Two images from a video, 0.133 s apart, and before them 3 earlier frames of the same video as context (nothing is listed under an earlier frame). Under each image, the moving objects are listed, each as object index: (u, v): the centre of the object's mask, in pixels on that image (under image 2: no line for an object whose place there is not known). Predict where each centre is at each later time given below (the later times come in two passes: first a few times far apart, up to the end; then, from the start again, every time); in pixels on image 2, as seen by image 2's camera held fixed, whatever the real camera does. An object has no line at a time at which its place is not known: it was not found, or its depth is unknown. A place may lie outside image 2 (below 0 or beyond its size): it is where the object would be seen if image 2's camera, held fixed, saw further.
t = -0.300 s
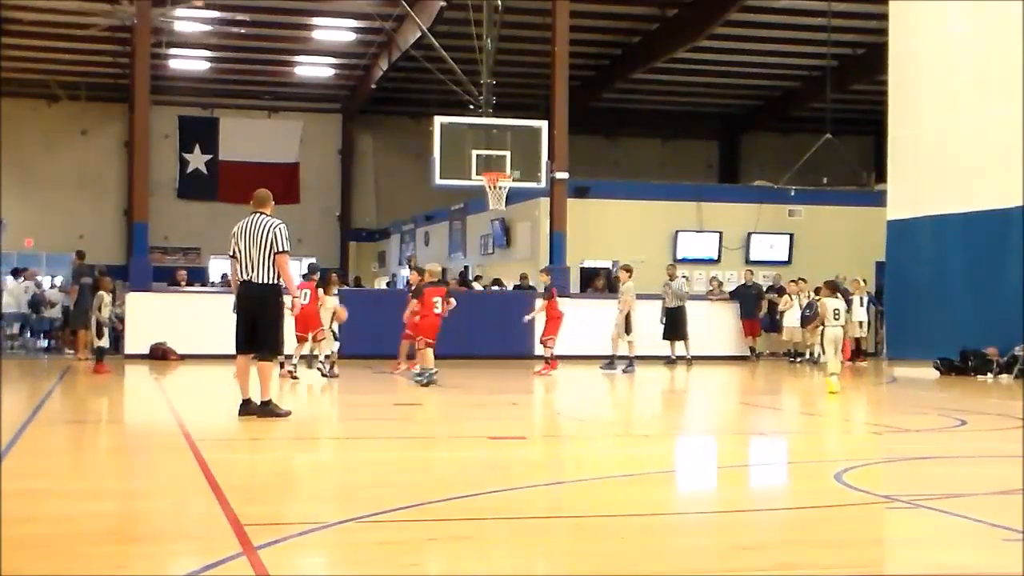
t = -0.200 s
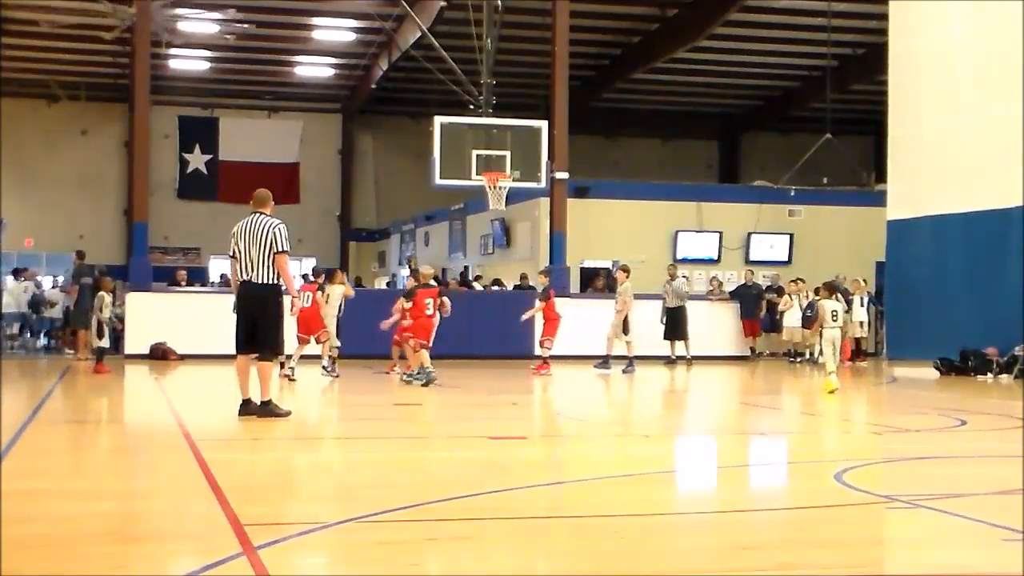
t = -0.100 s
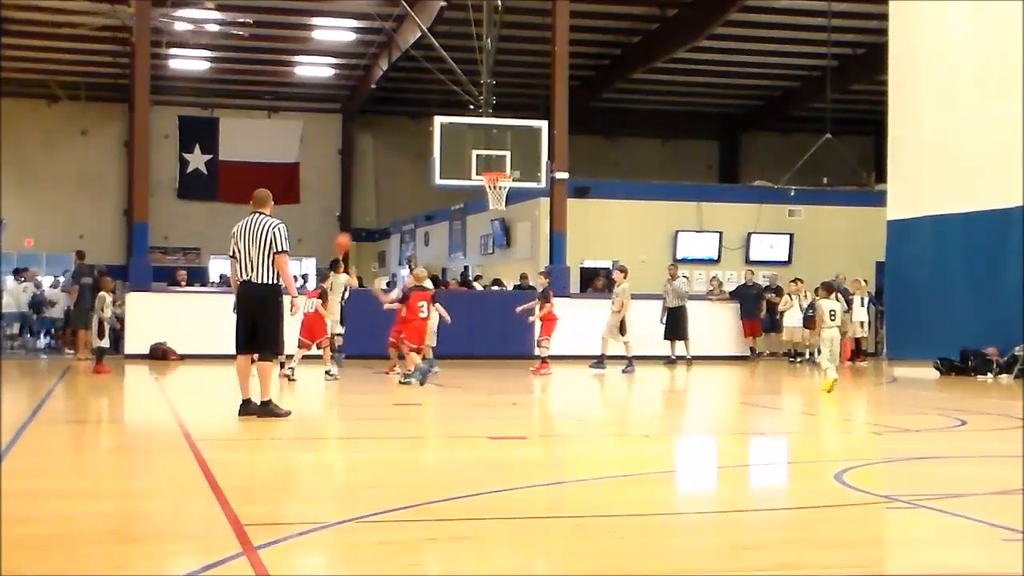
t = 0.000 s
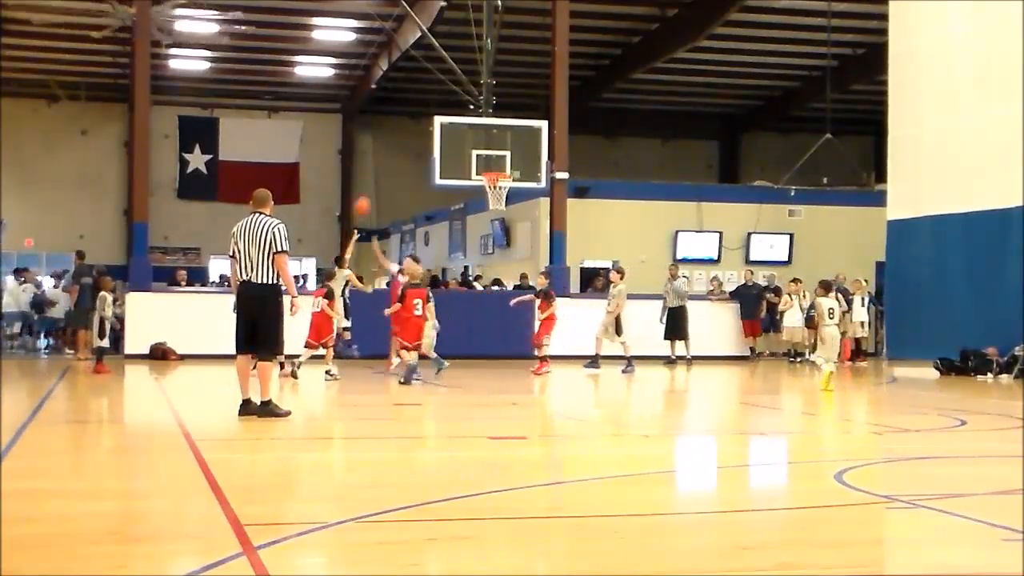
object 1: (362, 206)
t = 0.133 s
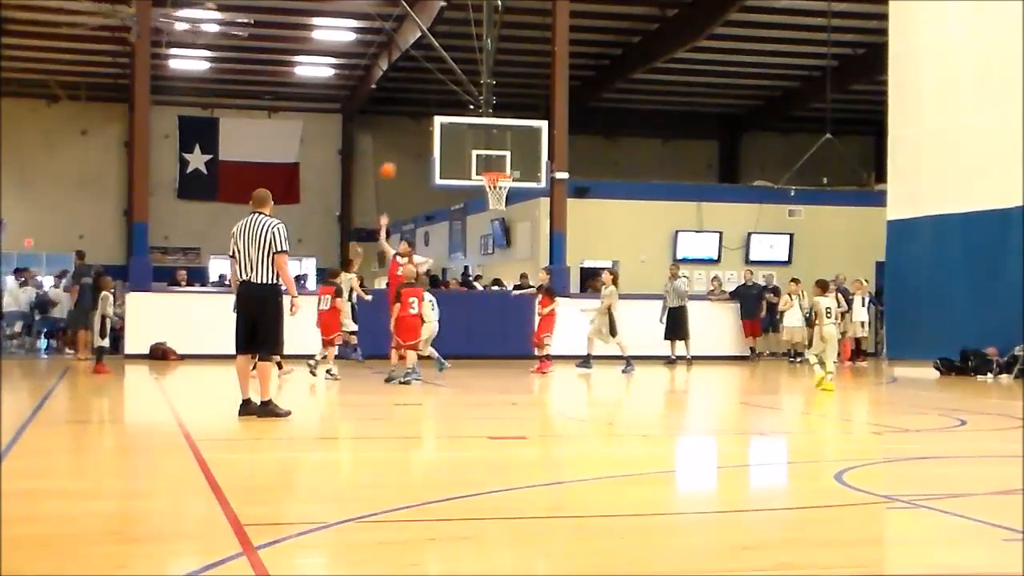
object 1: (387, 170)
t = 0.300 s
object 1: (417, 144)
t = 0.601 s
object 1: (467, 140)
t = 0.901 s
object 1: (498, 168)
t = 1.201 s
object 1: (498, 161)
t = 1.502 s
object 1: (498, 169)
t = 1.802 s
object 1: (485, 196)
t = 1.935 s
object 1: (487, 215)
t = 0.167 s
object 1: (393, 163)
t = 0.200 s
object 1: (400, 157)
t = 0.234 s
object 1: (405, 152)
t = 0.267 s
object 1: (411, 147)
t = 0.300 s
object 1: (417, 144)
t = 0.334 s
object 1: (422, 140)
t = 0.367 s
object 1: (428, 138)
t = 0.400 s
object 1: (434, 136)
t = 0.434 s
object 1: (439, 134)
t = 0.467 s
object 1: (447, 134)
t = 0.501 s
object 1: (451, 134)
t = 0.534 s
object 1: (456, 136)
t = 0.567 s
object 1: (462, 138)
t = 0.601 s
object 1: (467, 140)
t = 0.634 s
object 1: (472, 144)
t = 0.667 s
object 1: (476, 146)
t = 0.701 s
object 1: (481, 148)
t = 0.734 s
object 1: (486, 151)
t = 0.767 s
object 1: (490, 155)
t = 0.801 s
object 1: (493, 159)
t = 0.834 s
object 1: (498, 165)
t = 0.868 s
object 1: (500, 168)
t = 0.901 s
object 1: (498, 168)
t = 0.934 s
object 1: (496, 168)
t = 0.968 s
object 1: (493, 168)
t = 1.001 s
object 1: (491, 168)
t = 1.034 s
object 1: (492, 166)
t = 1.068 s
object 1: (493, 165)
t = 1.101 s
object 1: (494, 163)
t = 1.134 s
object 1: (495, 162)
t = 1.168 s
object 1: (497, 161)
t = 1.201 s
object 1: (498, 161)
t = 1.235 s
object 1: (499, 161)
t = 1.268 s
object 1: (501, 164)
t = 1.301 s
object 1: (504, 165)
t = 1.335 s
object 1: (505, 167)
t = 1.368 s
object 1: (505, 166)
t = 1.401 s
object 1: (503, 166)
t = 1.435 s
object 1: (500, 167)
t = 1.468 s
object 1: (499, 167)
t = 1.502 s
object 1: (498, 169)
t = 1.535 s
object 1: (495, 172)
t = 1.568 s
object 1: (493, 174)
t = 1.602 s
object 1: (493, 178)
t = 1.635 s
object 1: (490, 182)
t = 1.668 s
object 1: (488, 185)
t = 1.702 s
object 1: (487, 188)
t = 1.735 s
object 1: (487, 192)
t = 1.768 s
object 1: (486, 192)
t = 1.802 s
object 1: (485, 196)
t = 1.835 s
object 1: (485, 197)
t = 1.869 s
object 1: (486, 208)
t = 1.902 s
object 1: (486, 212)
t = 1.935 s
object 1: (487, 215)
